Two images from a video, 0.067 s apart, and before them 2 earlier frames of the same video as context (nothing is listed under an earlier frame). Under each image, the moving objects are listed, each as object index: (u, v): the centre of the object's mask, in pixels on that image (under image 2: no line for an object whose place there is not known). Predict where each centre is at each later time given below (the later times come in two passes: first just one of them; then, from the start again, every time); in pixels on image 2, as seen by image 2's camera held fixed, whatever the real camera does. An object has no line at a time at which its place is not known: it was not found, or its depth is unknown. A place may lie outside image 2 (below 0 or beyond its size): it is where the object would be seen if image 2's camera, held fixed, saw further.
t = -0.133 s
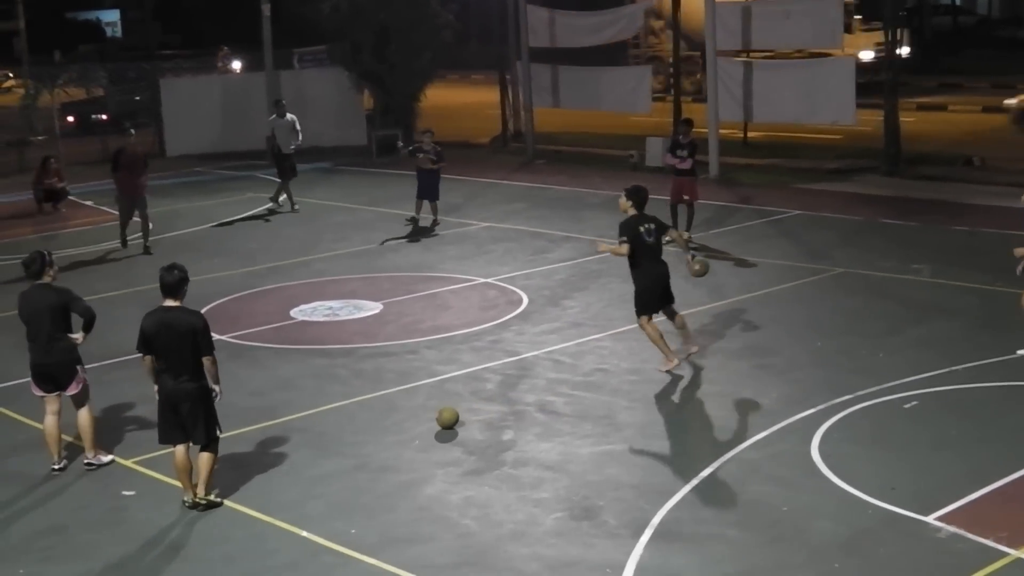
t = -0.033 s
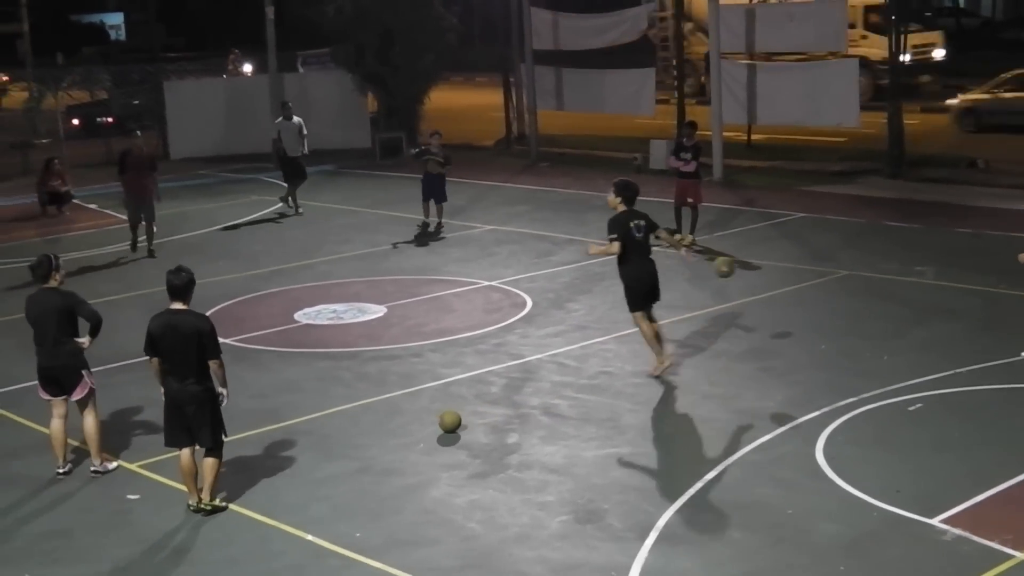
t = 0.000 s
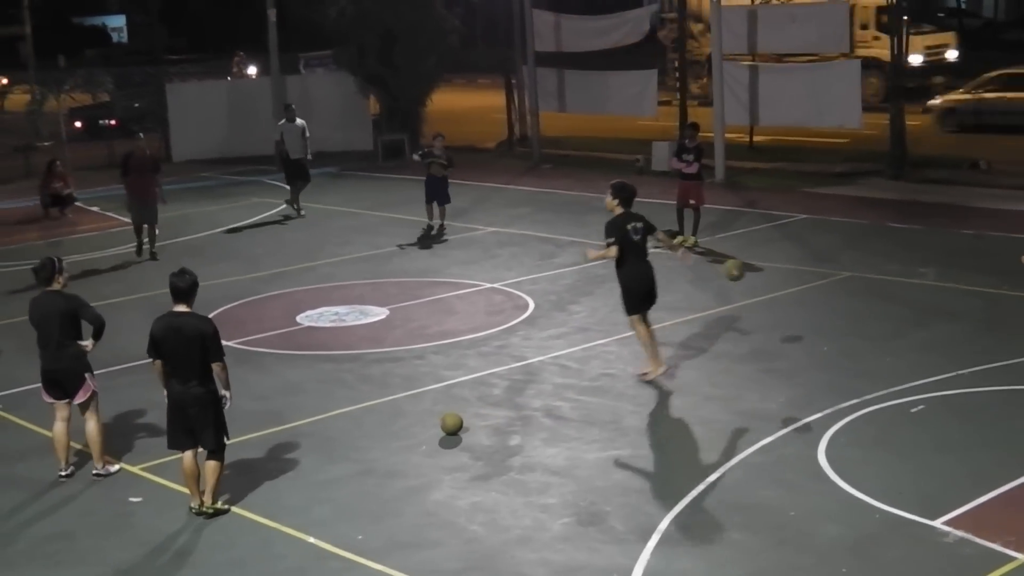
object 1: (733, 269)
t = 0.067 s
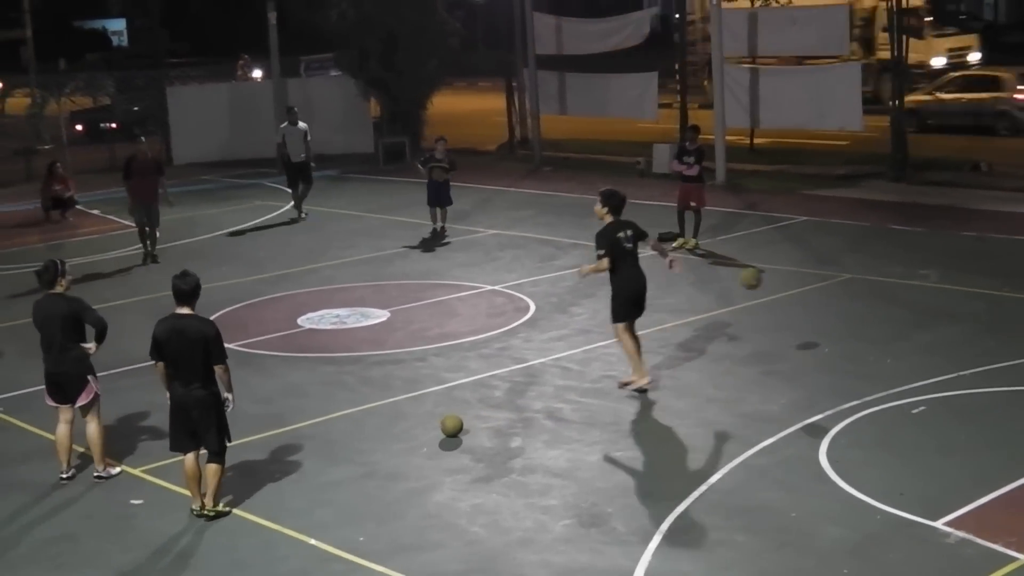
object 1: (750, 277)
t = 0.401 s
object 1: (832, 391)
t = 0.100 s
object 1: (757, 283)
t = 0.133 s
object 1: (766, 289)
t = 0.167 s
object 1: (774, 297)
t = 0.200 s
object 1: (782, 306)
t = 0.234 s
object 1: (790, 317)
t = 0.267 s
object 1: (798, 329)
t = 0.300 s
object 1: (807, 342)
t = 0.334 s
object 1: (814, 356)
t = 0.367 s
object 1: (823, 373)
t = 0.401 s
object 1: (832, 391)
